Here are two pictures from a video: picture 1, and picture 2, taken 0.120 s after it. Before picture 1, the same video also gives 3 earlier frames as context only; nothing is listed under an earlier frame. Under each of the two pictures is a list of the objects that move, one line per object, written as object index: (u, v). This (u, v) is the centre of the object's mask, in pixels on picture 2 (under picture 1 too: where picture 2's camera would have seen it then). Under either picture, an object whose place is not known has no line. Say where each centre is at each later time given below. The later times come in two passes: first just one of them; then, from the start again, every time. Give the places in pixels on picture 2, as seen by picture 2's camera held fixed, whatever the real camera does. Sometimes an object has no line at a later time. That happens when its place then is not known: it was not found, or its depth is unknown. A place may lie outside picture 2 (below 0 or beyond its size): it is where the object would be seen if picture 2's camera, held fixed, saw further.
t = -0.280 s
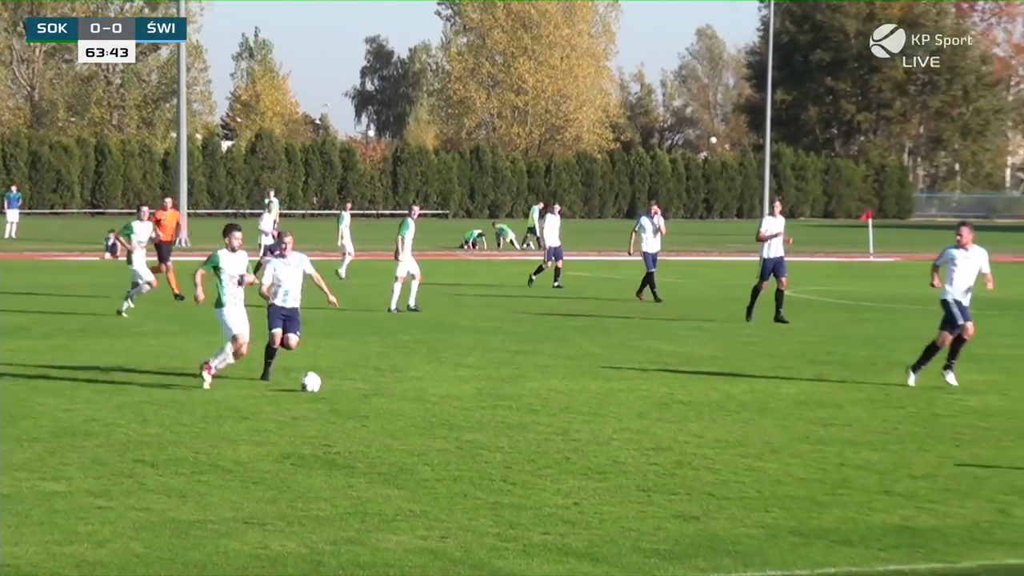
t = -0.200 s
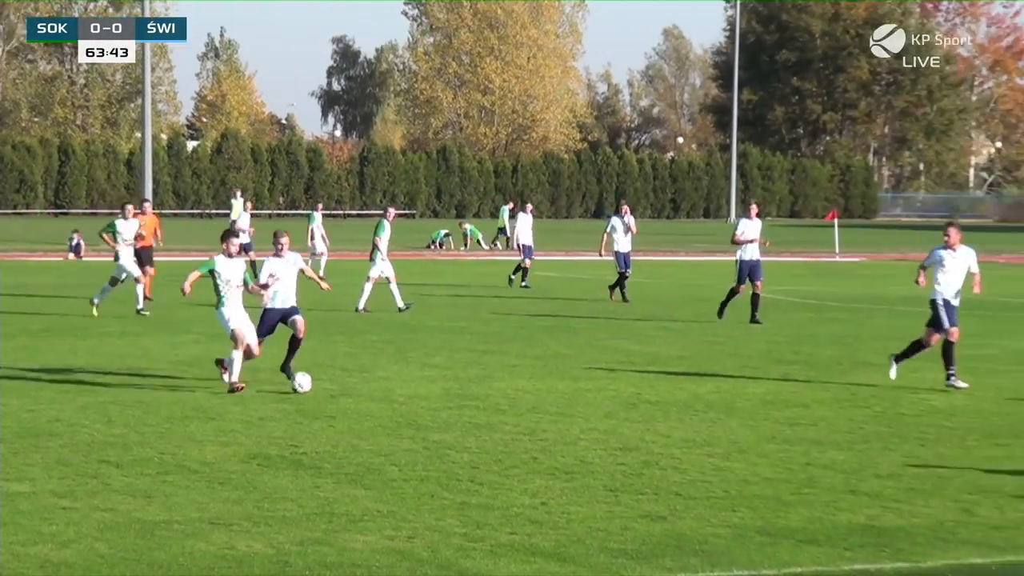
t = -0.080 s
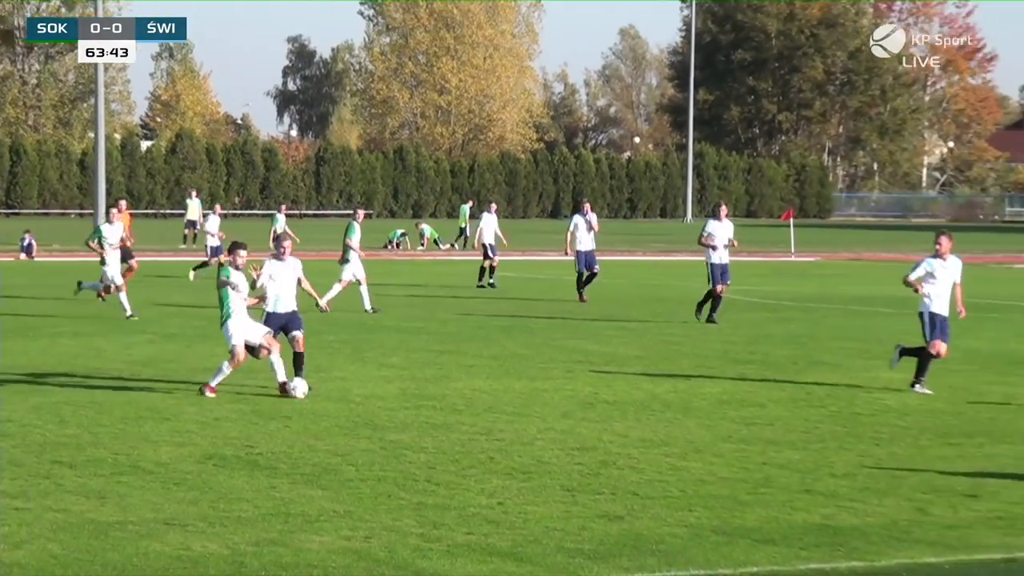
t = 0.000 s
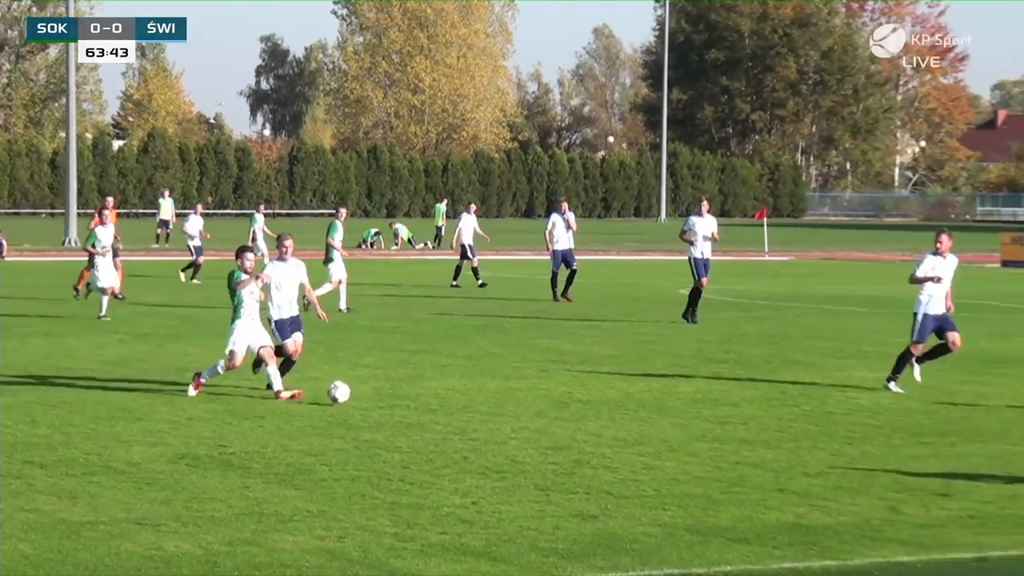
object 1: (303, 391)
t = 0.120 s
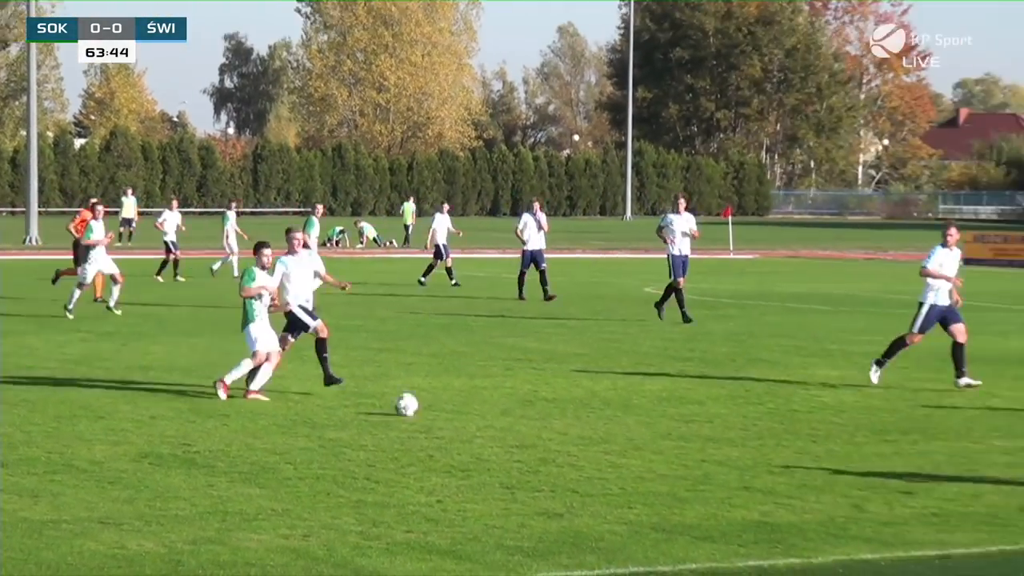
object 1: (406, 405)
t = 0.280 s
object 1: (538, 421)
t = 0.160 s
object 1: (439, 407)
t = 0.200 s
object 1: (472, 409)
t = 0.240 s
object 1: (505, 414)
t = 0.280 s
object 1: (538, 421)
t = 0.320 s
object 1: (570, 425)
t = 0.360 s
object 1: (602, 428)
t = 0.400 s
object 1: (633, 432)
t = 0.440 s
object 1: (666, 439)
